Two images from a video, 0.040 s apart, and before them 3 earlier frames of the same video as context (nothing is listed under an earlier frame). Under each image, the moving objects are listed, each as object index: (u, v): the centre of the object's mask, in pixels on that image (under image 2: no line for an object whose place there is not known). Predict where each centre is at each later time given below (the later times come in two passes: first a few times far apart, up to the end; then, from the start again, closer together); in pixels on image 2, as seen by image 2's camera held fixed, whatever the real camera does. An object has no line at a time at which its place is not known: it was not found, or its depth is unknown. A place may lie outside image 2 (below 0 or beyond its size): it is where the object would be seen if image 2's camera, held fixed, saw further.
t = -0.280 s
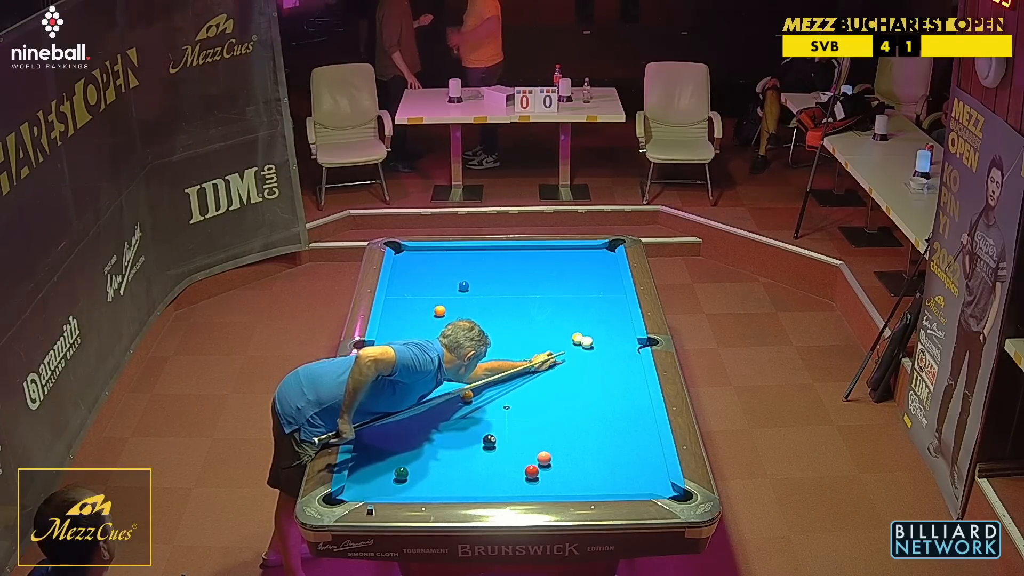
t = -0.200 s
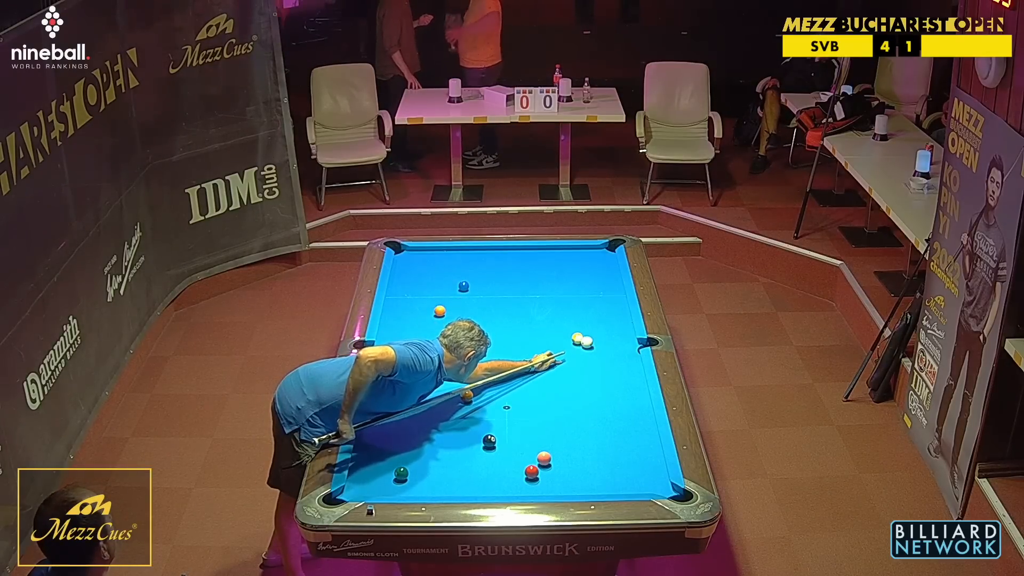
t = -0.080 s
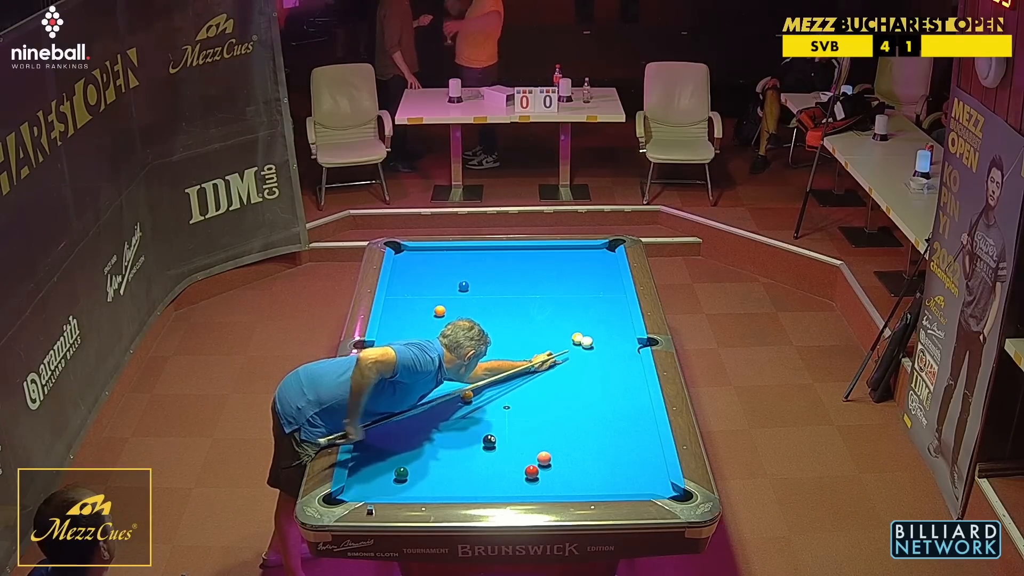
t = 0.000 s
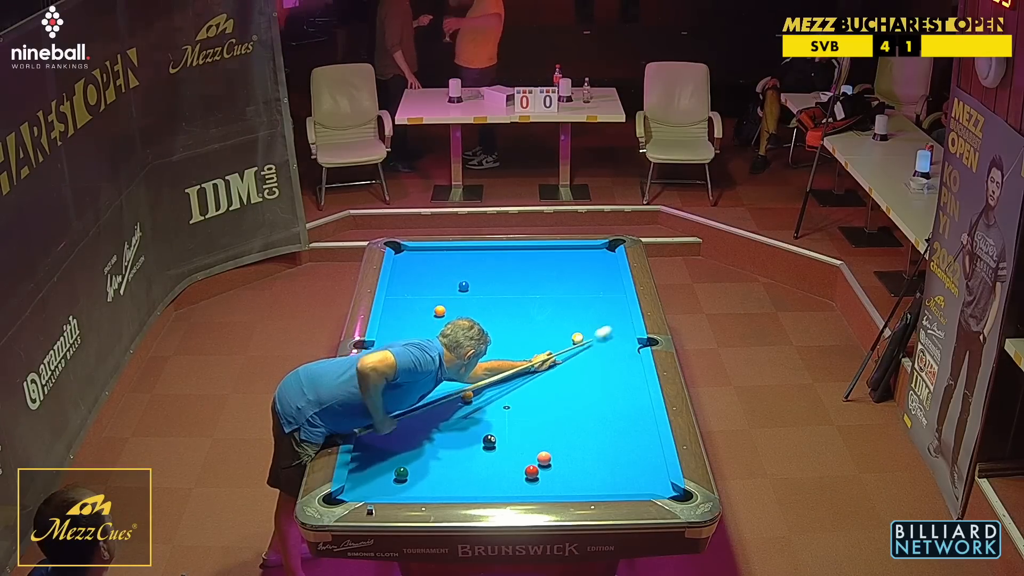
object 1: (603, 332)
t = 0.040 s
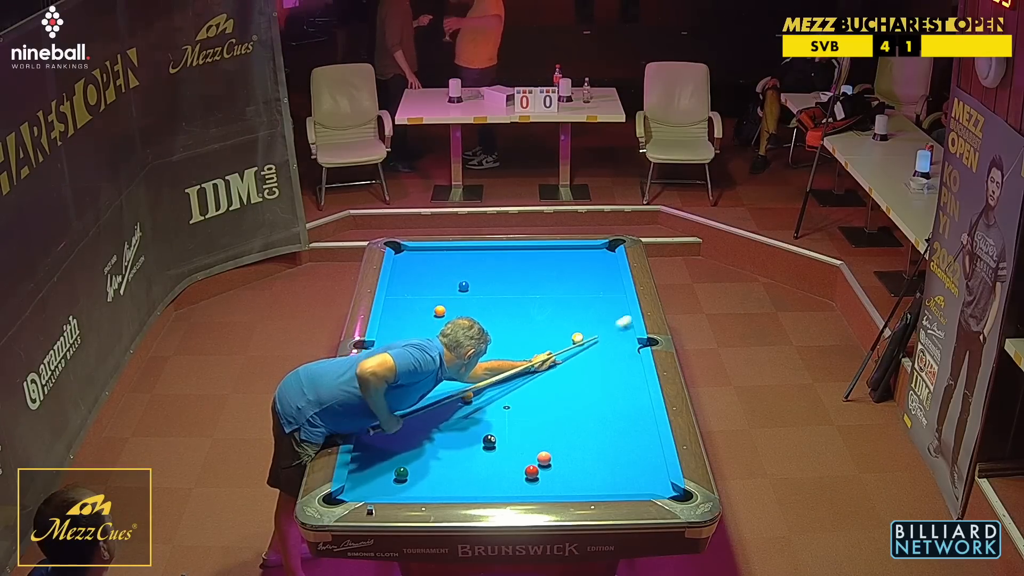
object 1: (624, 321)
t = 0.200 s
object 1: (567, 296)
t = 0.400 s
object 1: (499, 272)
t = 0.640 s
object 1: (435, 250)
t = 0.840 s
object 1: (406, 260)
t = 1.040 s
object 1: (433, 272)
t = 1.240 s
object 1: (455, 283)
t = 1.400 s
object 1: (454, 286)
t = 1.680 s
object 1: (459, 297)
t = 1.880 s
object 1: (459, 301)
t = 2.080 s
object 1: (461, 307)
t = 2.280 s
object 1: (463, 312)
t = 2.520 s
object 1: (465, 318)
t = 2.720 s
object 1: (466, 321)
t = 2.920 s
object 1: (468, 328)
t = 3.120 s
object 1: (469, 332)
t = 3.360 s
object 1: (470, 338)
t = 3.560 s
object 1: (472, 342)
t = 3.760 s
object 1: (473, 346)
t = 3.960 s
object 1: (474, 349)
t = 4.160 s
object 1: (475, 353)
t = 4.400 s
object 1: (477, 357)
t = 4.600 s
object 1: (478, 359)
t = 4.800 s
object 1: (479, 362)
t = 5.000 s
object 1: (480, 364)
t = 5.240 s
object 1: (481, 367)
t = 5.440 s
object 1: (482, 368)
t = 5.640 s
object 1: (483, 369)
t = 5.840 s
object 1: (483, 370)
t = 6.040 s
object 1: (484, 371)
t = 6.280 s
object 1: (484, 372)
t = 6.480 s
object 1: (484, 372)
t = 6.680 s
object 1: (484, 372)
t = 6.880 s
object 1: (484, 372)
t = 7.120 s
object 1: (484, 372)
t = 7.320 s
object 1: (484, 372)
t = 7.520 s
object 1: (484, 372)
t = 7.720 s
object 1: (484, 372)
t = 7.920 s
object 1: (484, 372)
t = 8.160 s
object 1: (484, 372)
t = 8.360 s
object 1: (484, 372)
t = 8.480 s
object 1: (484, 372)
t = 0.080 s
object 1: (615, 312)
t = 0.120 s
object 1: (598, 306)
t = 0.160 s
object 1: (582, 302)
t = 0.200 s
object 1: (567, 296)
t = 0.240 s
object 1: (552, 291)
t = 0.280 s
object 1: (538, 286)
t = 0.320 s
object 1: (525, 281)
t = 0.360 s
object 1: (511, 276)
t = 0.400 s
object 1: (499, 272)
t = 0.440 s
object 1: (487, 268)
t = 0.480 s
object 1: (476, 264)
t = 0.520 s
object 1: (465, 260)
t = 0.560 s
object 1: (455, 257)
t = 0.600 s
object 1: (445, 254)
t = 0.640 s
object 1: (435, 250)
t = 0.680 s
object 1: (425, 250)
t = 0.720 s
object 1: (415, 252)
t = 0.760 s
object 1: (405, 255)
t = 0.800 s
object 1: (399, 258)
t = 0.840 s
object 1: (406, 260)
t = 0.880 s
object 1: (412, 262)
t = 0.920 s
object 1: (418, 265)
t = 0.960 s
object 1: (424, 267)
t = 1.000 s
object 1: (428, 269)
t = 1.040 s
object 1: (433, 272)
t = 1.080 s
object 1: (437, 274)
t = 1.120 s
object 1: (442, 276)
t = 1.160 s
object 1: (446, 279)
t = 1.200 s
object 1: (451, 281)
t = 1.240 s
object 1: (455, 283)
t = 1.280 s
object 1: (454, 284)
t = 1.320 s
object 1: (454, 285)
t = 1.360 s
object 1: (454, 286)
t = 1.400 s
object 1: (454, 286)
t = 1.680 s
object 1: (459, 297)
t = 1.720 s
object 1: (457, 296)
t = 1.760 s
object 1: (458, 298)
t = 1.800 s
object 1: (458, 299)
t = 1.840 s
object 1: (458, 300)
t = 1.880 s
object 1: (459, 301)
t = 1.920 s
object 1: (459, 302)
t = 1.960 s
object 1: (460, 303)
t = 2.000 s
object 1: (460, 304)
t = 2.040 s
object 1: (460, 305)
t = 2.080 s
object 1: (461, 307)
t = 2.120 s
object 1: (461, 307)
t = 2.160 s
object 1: (461, 309)
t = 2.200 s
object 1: (462, 310)
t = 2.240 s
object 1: (462, 311)
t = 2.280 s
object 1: (463, 312)
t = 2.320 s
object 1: (463, 313)
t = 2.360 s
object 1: (463, 314)
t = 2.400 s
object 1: (464, 315)
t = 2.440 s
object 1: (464, 316)
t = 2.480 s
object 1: (464, 317)
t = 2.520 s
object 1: (465, 318)
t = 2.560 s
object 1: (465, 319)
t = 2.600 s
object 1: (465, 320)
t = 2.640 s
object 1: (466, 321)
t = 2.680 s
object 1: (466, 322)
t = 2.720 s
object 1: (466, 321)
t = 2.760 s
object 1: (467, 324)
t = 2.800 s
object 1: (468, 327)
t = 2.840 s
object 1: (467, 326)
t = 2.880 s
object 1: (467, 327)
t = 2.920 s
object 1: (468, 328)
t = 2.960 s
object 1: (468, 329)
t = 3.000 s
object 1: (468, 330)
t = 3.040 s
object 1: (468, 331)
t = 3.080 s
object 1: (469, 332)
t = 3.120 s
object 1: (469, 332)
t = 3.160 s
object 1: (469, 333)
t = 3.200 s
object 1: (469, 334)
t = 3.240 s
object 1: (470, 335)
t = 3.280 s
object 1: (470, 336)
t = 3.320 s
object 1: (470, 337)
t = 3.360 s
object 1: (470, 338)
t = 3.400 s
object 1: (471, 339)
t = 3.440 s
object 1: (471, 339)
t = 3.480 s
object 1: (471, 340)
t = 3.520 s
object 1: (471, 341)
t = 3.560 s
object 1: (472, 342)
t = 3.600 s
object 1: (472, 343)
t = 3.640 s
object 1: (472, 343)
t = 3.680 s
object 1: (472, 344)
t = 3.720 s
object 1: (473, 345)
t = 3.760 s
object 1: (473, 346)
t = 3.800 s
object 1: (473, 346)
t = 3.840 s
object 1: (474, 347)
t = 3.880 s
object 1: (474, 348)
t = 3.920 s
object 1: (474, 349)
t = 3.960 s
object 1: (474, 349)
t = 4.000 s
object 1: (475, 350)
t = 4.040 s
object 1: (475, 351)
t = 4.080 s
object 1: (475, 351)
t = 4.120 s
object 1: (475, 352)
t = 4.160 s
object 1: (475, 353)
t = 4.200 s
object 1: (476, 353)
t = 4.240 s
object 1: (476, 354)
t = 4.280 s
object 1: (476, 355)
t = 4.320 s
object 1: (476, 355)
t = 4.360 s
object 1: (476, 356)
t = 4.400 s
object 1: (477, 357)
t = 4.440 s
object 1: (477, 357)
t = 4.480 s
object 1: (477, 358)
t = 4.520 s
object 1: (477, 358)
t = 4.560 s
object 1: (477, 359)
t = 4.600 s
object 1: (478, 359)
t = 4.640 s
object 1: (478, 360)
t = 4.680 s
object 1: (478, 361)
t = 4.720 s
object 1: (478, 361)
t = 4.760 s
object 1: (478, 361)
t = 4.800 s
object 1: (479, 362)
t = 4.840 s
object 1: (479, 362)
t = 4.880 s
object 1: (479, 363)
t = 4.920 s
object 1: (479, 363)
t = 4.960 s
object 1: (479, 364)
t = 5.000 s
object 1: (480, 364)
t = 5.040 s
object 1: (480, 365)
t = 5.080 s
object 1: (480, 365)
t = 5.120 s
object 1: (480, 365)
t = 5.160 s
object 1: (480, 366)
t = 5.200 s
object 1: (481, 366)
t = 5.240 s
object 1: (481, 367)
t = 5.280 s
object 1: (481, 367)
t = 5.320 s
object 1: (481, 367)
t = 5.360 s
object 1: (481, 368)
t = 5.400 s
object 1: (481, 368)
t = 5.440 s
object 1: (482, 368)
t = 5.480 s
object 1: (482, 369)
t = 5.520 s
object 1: (482, 369)
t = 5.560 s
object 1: (482, 369)
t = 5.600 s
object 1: (482, 369)
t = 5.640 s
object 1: (483, 369)
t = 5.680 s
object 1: (483, 370)
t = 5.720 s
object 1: (483, 370)
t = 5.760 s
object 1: (483, 370)
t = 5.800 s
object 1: (483, 370)
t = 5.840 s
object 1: (483, 370)
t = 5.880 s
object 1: (484, 371)
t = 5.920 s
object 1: (484, 371)
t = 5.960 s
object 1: (484, 371)
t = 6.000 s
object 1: (484, 371)
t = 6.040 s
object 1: (484, 371)
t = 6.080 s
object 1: (484, 371)
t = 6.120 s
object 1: (484, 372)
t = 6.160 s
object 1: (484, 372)
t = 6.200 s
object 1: (484, 372)
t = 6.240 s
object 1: (484, 372)
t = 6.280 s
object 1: (484, 372)
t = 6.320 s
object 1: (484, 372)
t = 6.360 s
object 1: (484, 372)
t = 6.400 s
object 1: (484, 372)
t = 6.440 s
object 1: (484, 372)
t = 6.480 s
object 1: (484, 372)
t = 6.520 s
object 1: (484, 372)
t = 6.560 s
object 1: (484, 372)
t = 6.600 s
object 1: (484, 372)
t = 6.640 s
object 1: (484, 372)
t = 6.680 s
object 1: (484, 372)
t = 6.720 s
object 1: (484, 372)
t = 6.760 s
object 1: (484, 372)
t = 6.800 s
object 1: (484, 372)
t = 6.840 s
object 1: (484, 372)
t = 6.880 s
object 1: (484, 372)
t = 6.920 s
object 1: (484, 372)
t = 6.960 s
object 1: (484, 372)
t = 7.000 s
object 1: (484, 372)
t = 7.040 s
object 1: (484, 372)
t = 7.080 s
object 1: (484, 372)
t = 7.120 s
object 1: (484, 372)
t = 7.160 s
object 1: (484, 372)
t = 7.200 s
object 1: (484, 372)
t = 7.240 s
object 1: (484, 372)
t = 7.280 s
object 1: (484, 372)
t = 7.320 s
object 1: (484, 372)
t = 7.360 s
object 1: (484, 372)
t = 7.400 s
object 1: (484, 372)
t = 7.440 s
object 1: (484, 372)
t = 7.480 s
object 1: (484, 372)
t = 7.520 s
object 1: (484, 372)
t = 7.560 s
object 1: (484, 372)
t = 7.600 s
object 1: (484, 372)
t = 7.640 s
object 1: (484, 372)
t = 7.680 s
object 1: (484, 372)
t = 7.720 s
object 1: (484, 372)
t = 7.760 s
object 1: (484, 372)
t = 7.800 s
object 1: (484, 372)
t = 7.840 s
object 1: (484, 372)
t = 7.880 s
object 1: (484, 372)
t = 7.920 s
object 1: (484, 372)
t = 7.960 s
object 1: (484, 372)
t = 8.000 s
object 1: (484, 372)
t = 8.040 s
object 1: (484, 372)
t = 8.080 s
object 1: (484, 372)
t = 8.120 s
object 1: (484, 372)
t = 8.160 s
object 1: (484, 372)
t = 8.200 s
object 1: (484, 372)
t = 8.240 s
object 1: (484, 372)
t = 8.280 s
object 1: (484, 372)
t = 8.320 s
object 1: (484, 372)
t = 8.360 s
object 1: (484, 372)
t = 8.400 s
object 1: (484, 372)
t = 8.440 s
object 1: (484, 372)
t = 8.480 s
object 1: (484, 372)
